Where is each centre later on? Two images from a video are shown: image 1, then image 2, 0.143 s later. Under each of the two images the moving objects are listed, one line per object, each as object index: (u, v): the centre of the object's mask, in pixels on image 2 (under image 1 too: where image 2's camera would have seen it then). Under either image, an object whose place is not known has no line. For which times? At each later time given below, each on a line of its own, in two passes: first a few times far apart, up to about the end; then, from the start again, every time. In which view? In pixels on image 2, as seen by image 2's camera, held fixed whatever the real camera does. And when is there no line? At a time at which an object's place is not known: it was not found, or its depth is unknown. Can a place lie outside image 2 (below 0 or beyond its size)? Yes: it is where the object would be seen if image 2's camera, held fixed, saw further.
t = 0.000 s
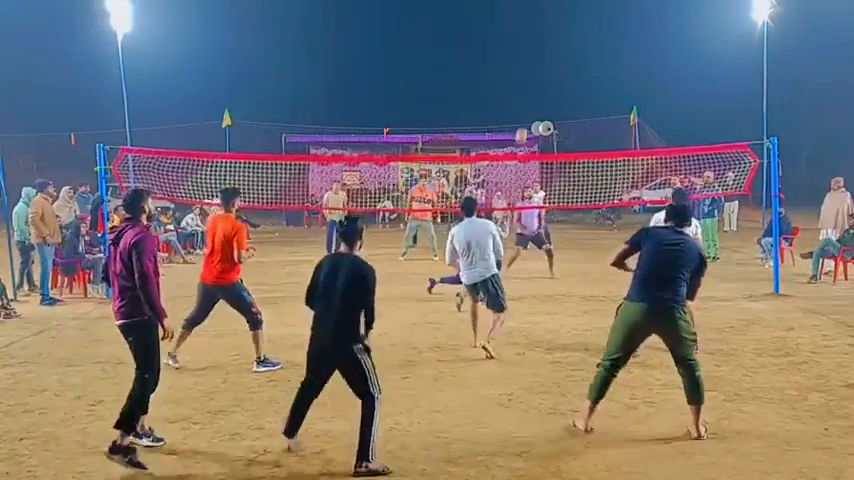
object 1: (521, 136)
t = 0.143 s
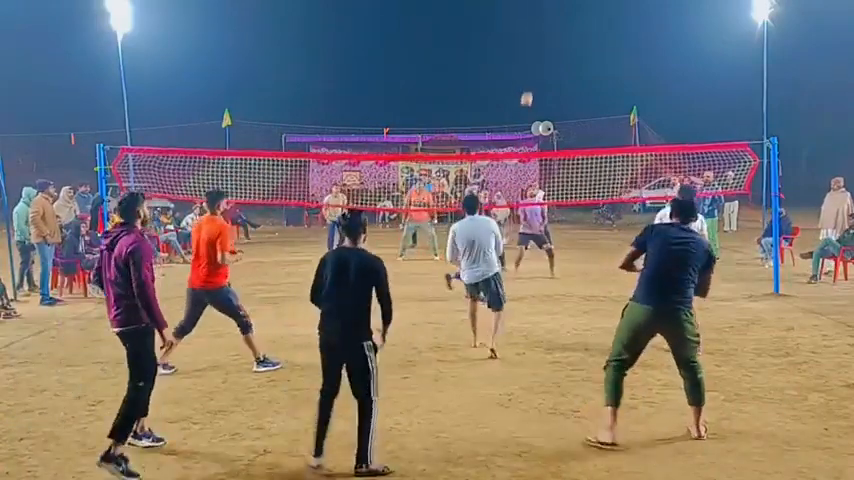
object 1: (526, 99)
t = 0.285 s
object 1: (531, 74)
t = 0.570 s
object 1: (542, 59)
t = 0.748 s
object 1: (547, 75)
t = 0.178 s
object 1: (527, 92)
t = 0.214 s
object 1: (529, 85)
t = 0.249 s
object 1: (530, 79)
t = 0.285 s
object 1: (531, 74)
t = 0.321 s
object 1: (532, 69)
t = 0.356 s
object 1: (534, 66)
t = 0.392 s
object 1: (535, 63)
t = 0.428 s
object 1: (536, 60)
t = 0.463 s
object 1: (537, 59)
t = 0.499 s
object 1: (540, 57)
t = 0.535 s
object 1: (541, 58)
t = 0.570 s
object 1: (542, 59)
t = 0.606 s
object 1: (542, 61)
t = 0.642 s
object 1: (544, 63)
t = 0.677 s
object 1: (545, 67)
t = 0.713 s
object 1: (546, 71)
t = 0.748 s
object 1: (547, 75)
